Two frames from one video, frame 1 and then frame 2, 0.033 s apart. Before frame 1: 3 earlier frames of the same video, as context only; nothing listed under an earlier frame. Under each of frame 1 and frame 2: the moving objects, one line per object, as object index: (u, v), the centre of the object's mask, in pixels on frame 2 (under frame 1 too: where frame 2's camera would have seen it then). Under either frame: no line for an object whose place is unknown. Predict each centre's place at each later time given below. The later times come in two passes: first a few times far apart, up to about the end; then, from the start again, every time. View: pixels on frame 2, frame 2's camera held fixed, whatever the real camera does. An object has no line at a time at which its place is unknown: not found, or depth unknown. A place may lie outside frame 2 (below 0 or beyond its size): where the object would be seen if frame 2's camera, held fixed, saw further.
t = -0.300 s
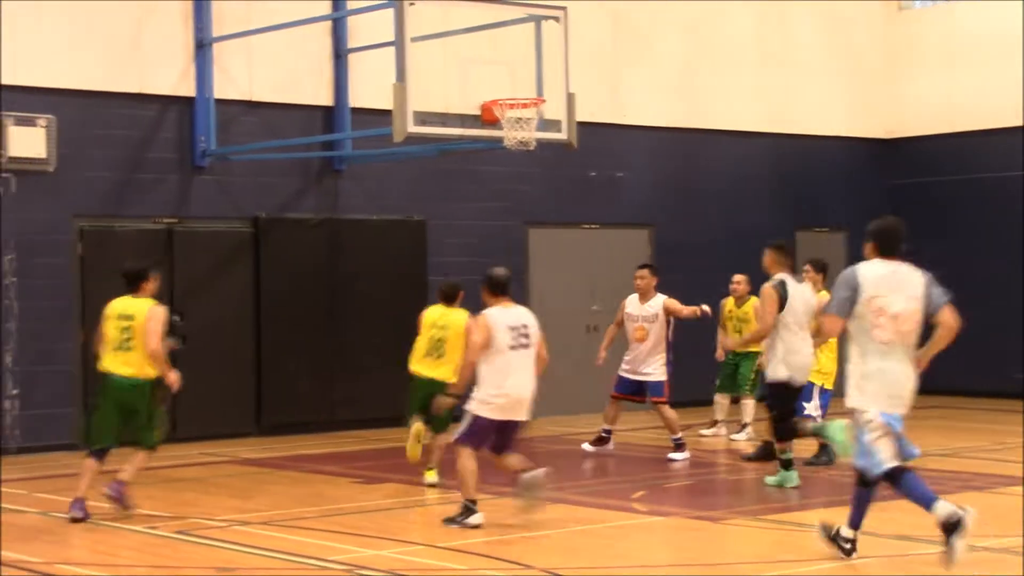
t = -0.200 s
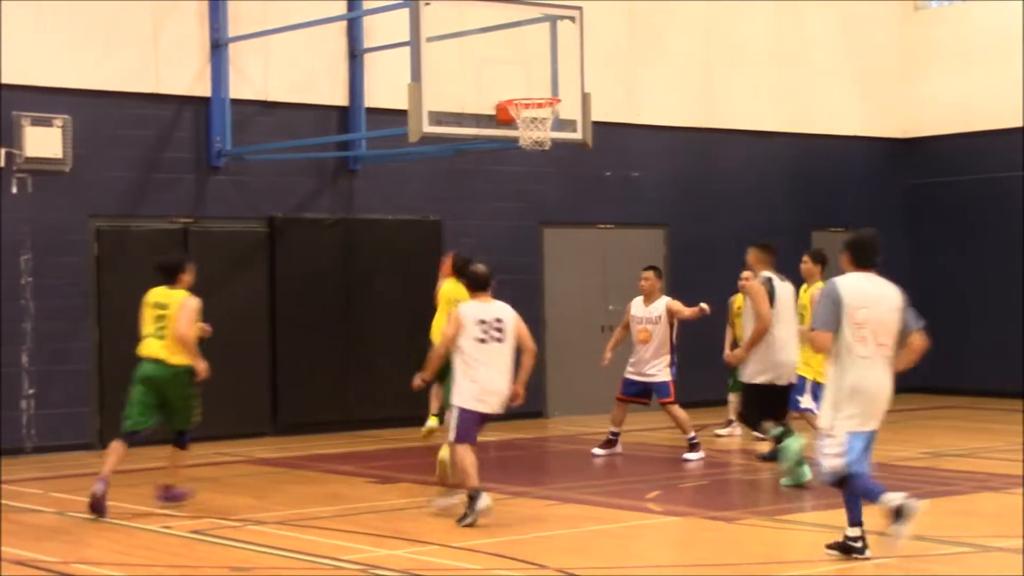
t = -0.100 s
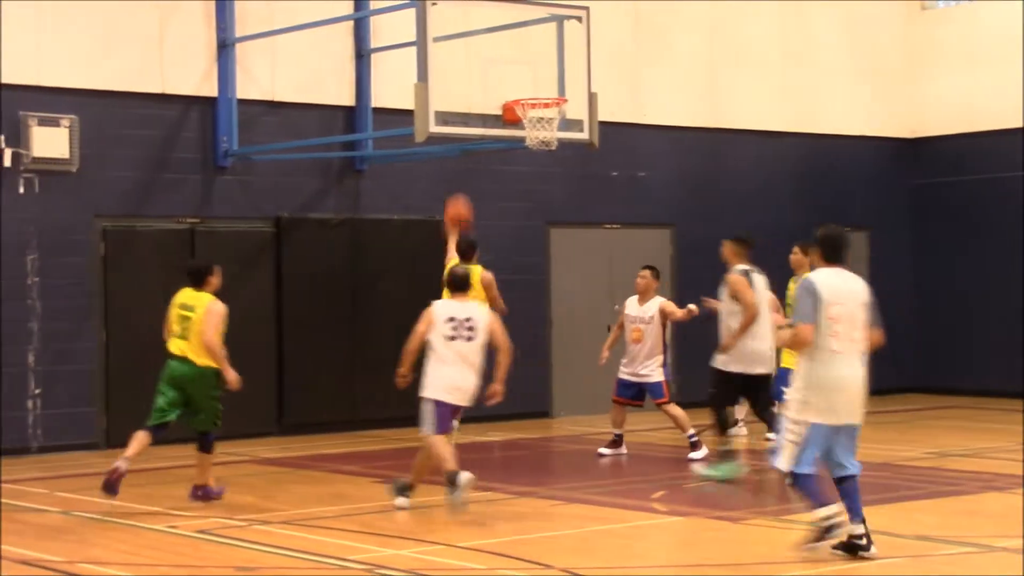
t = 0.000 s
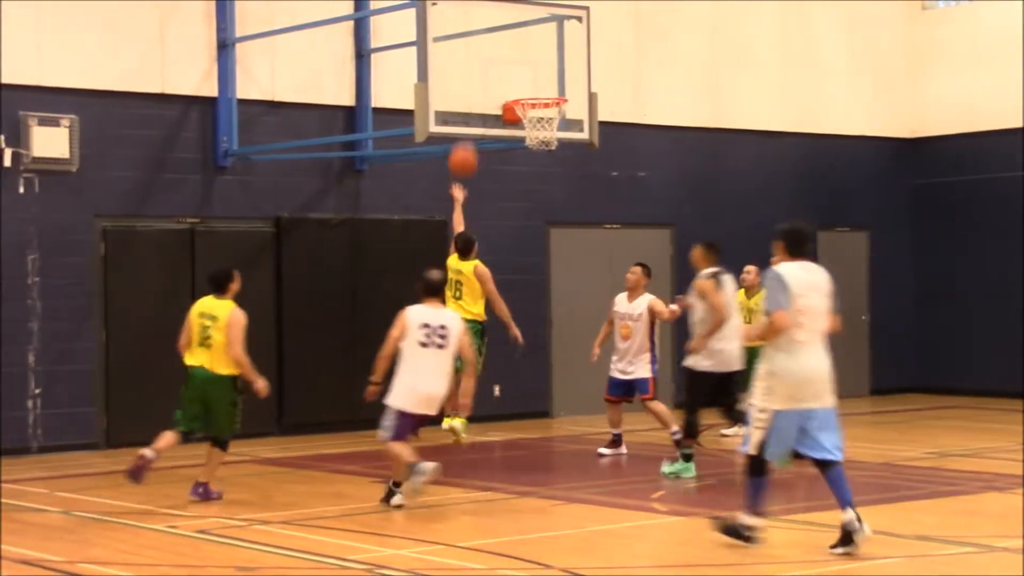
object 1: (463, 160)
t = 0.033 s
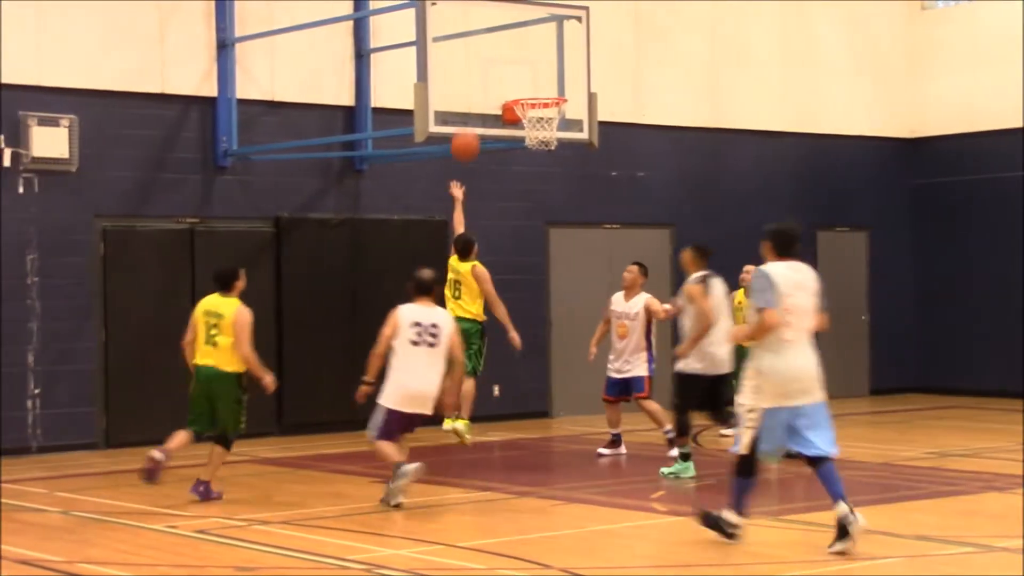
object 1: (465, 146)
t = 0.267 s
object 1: (479, 75)
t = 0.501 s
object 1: (501, 62)
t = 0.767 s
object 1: (548, 110)
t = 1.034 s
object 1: (551, 154)
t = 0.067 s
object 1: (467, 129)
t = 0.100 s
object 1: (469, 117)
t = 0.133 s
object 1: (470, 106)
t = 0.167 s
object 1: (473, 96)
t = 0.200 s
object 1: (475, 88)
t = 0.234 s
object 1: (477, 81)
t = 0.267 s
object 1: (479, 75)
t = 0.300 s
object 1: (481, 70)
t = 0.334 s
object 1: (483, 67)
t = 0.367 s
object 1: (485, 65)
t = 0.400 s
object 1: (486, 64)
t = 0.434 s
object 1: (491, 63)
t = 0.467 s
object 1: (496, 62)
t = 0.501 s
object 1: (501, 62)
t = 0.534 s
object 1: (507, 63)
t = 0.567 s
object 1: (513, 66)
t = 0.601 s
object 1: (518, 70)
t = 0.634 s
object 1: (524, 75)
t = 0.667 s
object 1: (530, 82)
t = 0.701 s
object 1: (535, 88)
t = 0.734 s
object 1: (543, 95)
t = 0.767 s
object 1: (548, 110)
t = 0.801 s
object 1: (552, 119)
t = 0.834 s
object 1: (554, 125)
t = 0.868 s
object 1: (554, 133)
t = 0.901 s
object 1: (553, 134)
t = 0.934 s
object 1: (552, 137)
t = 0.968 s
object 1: (553, 140)
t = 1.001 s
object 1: (551, 147)
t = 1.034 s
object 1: (551, 154)
